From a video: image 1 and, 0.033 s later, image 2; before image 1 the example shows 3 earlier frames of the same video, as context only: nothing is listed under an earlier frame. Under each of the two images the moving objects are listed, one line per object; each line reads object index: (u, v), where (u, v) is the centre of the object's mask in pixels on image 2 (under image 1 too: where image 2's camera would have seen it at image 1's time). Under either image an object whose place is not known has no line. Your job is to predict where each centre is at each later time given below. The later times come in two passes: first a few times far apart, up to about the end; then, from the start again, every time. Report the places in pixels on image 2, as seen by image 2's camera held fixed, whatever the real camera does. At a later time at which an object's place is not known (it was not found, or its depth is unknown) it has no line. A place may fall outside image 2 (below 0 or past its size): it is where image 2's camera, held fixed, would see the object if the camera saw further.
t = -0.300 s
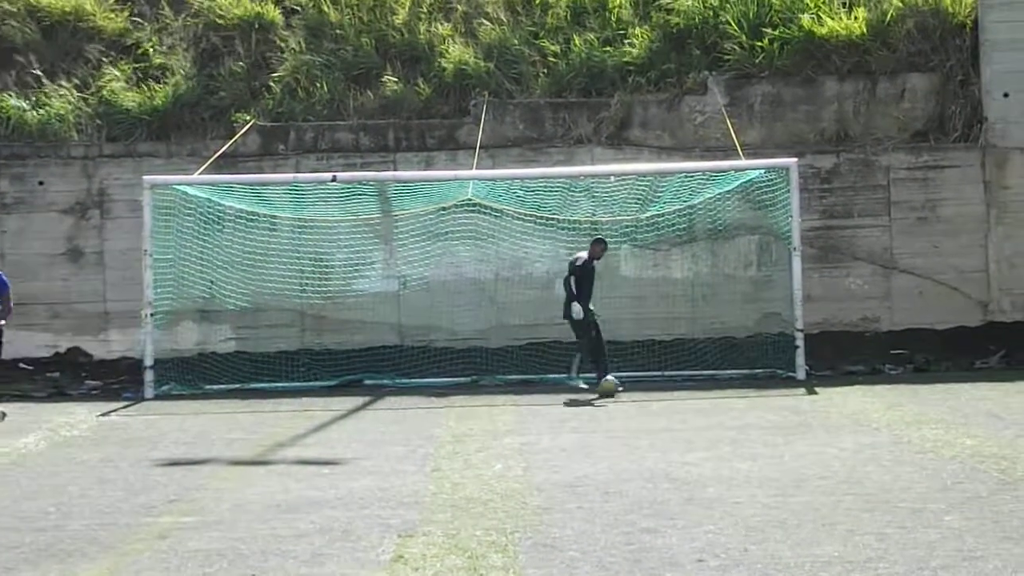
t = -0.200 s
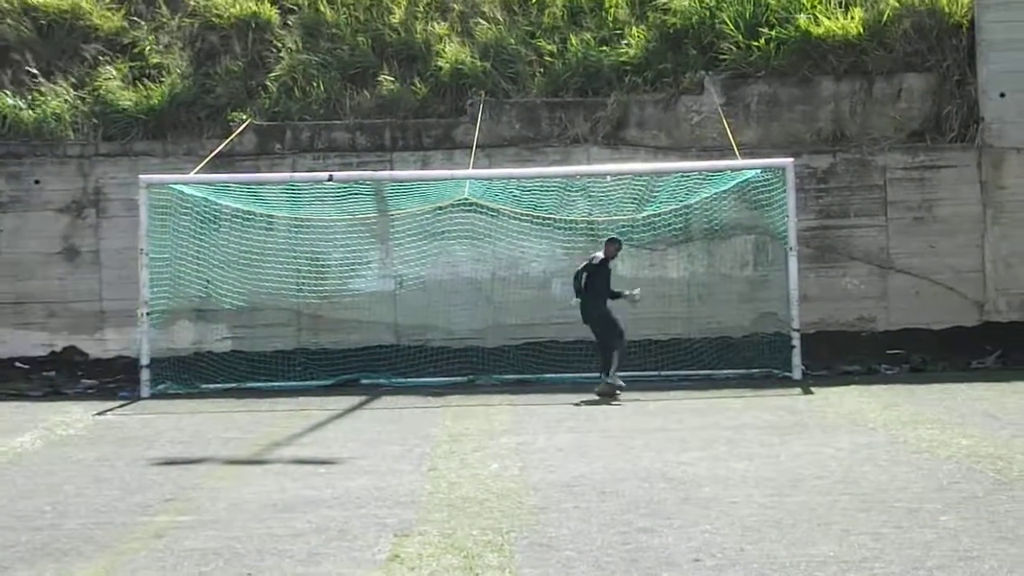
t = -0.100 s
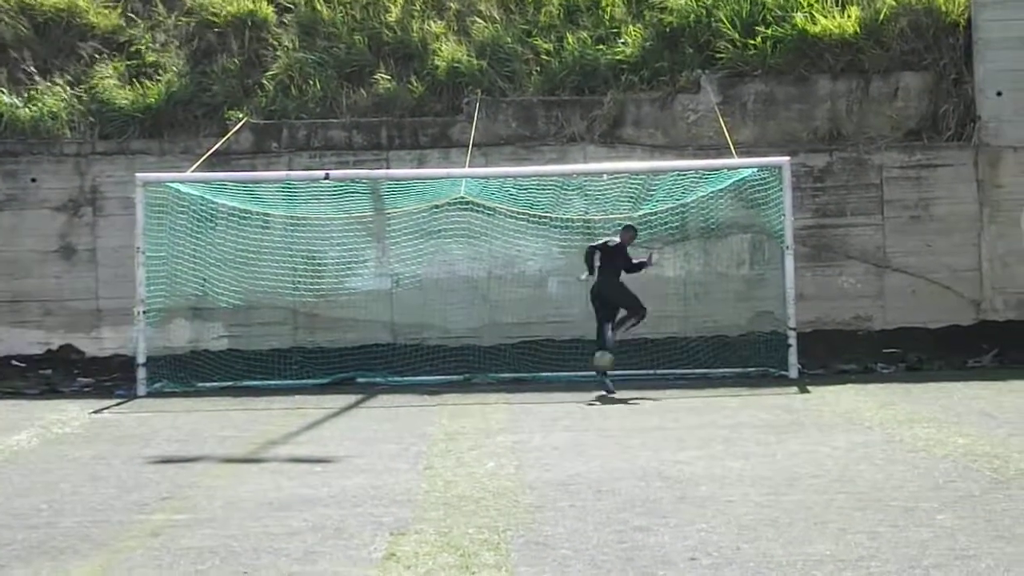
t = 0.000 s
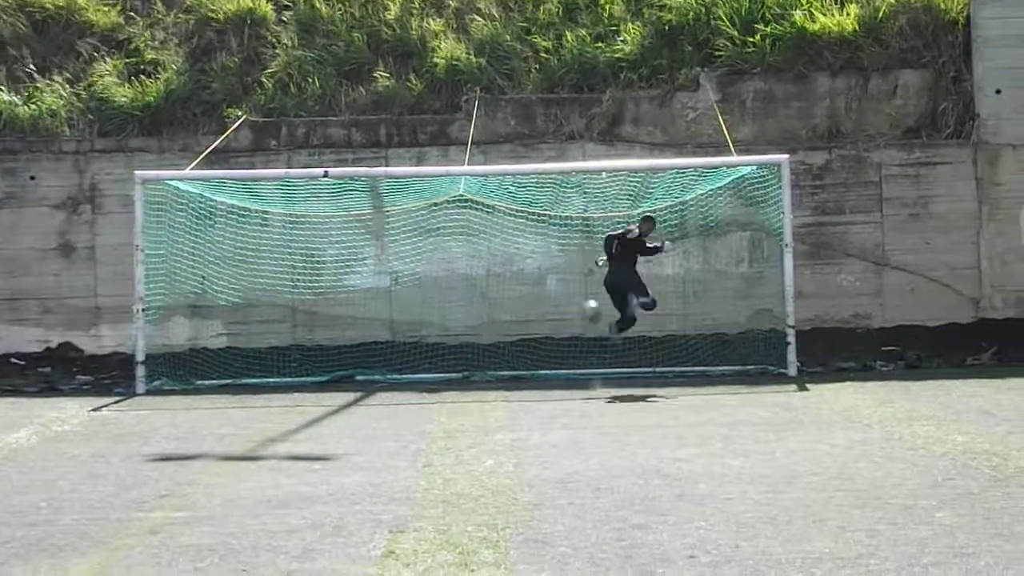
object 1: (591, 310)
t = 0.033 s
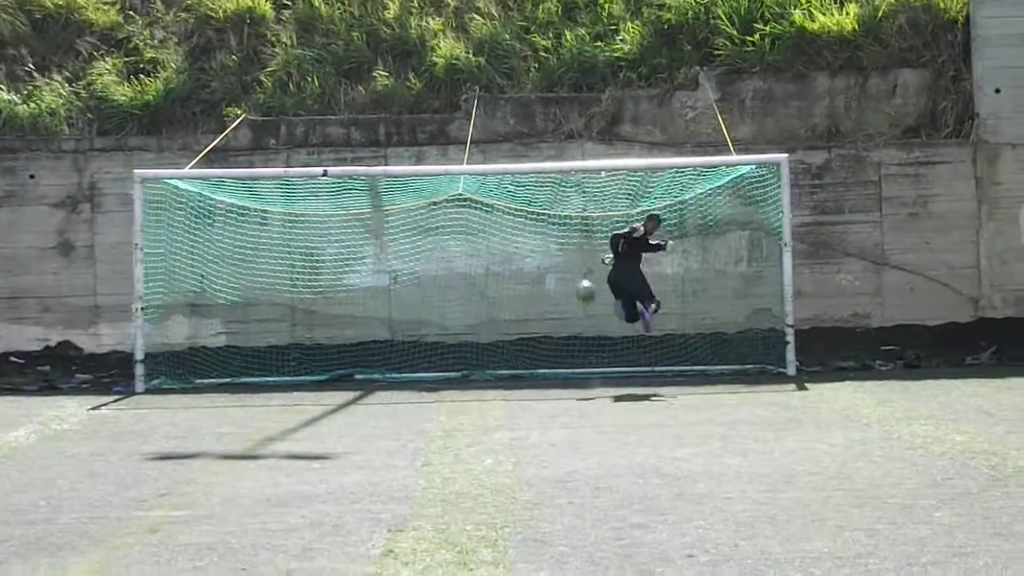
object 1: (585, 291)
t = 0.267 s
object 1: (551, 185)
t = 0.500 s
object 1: (518, 132)
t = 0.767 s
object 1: (479, 134)
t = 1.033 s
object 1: (440, 207)
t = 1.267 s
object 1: (410, 324)
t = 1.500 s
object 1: (374, 331)
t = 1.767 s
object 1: (327, 255)
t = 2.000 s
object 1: (285, 247)
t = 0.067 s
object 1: (580, 273)
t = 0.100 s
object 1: (575, 256)
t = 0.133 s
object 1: (571, 240)
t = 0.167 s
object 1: (565, 224)
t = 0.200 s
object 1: (561, 210)
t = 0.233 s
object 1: (556, 196)
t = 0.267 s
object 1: (551, 185)
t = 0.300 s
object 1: (546, 177)
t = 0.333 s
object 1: (541, 165)
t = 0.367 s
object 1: (537, 155)
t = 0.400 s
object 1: (532, 148)
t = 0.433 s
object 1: (527, 142)
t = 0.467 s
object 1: (522, 136)
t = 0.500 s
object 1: (518, 132)
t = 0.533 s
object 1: (512, 129)
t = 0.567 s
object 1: (508, 127)
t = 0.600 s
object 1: (503, 124)
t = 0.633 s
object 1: (499, 125)
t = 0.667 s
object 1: (494, 125)
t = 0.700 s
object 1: (489, 126)
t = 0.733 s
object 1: (484, 131)
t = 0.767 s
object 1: (479, 134)
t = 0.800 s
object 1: (474, 139)
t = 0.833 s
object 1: (469, 146)
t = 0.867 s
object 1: (464, 153)
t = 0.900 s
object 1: (459, 162)
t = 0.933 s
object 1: (454, 172)
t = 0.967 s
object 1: (450, 183)
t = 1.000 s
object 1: (445, 194)
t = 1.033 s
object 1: (440, 207)
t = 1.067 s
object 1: (436, 222)
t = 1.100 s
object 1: (432, 236)
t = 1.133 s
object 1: (427, 252)
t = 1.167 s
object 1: (422, 270)
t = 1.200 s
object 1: (418, 287)
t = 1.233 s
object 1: (414, 306)
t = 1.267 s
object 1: (410, 324)
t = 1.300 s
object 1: (404, 348)
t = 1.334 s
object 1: (400, 370)
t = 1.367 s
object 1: (394, 393)
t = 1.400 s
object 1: (391, 376)
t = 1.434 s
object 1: (384, 360)
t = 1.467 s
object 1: (379, 344)
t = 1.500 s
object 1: (374, 331)
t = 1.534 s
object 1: (368, 318)
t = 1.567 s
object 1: (362, 306)
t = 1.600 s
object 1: (357, 295)
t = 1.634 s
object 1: (351, 285)
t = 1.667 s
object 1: (345, 276)
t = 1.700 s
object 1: (339, 268)
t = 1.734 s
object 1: (333, 261)
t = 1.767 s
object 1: (327, 255)
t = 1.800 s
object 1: (320, 252)
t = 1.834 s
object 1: (314, 249)
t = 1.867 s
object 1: (308, 246)
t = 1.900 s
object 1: (303, 245)
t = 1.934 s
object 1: (297, 245)
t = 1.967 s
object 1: (291, 245)
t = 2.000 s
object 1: (285, 247)
